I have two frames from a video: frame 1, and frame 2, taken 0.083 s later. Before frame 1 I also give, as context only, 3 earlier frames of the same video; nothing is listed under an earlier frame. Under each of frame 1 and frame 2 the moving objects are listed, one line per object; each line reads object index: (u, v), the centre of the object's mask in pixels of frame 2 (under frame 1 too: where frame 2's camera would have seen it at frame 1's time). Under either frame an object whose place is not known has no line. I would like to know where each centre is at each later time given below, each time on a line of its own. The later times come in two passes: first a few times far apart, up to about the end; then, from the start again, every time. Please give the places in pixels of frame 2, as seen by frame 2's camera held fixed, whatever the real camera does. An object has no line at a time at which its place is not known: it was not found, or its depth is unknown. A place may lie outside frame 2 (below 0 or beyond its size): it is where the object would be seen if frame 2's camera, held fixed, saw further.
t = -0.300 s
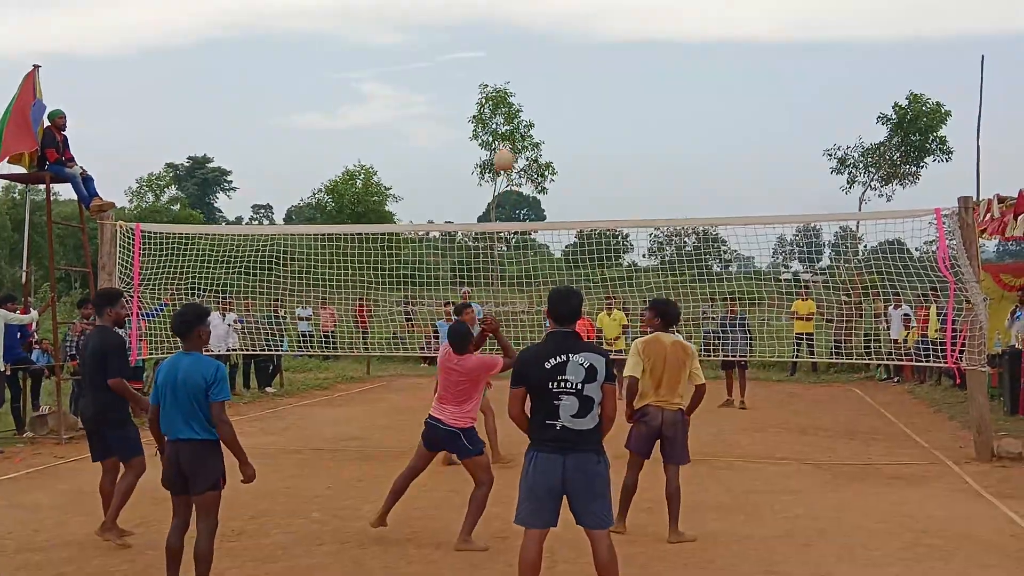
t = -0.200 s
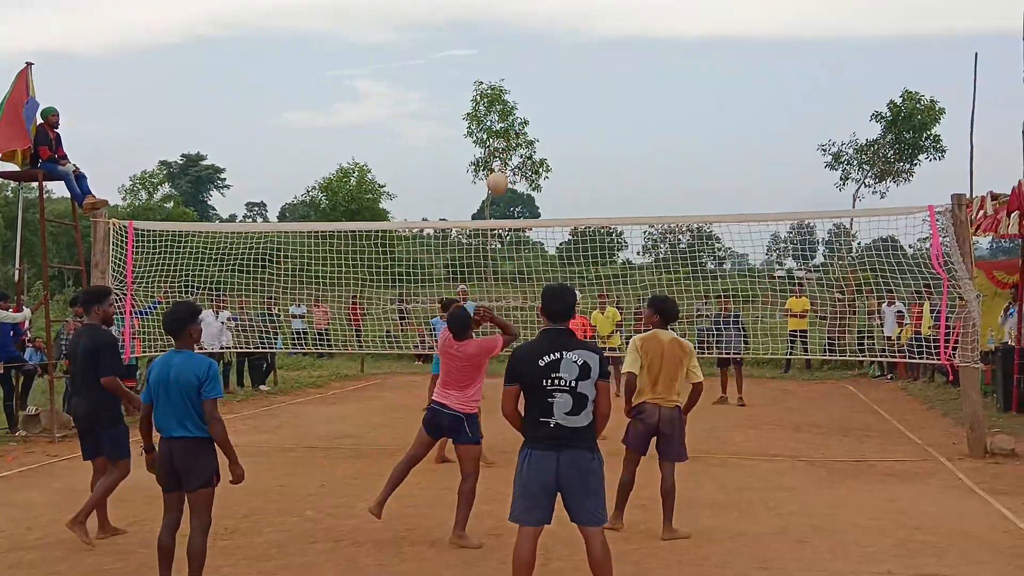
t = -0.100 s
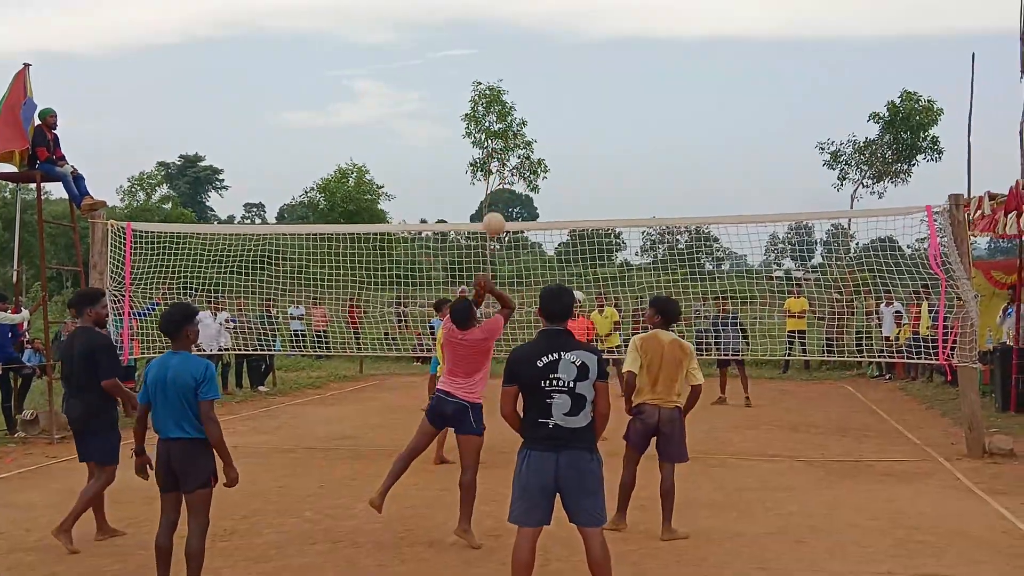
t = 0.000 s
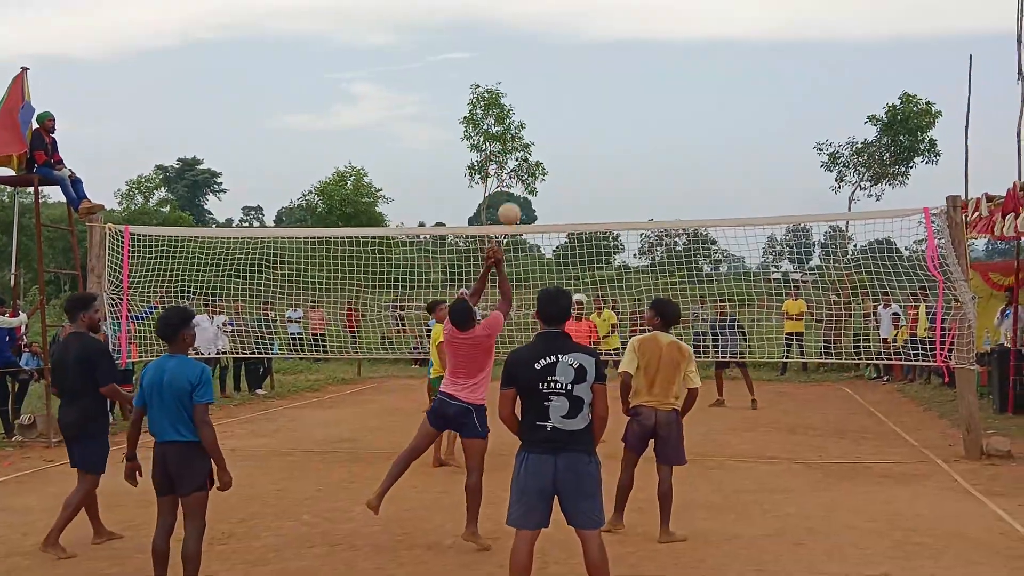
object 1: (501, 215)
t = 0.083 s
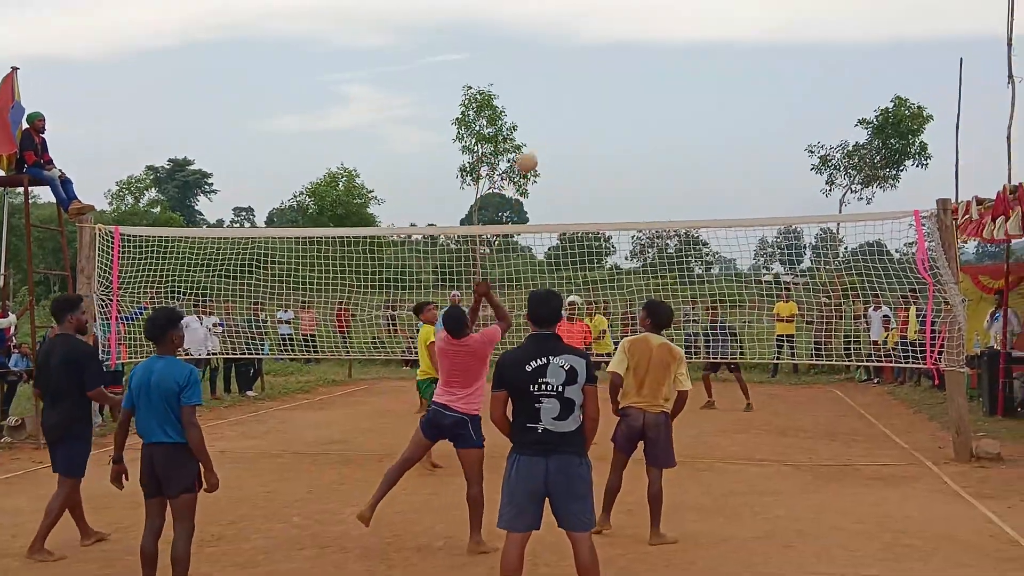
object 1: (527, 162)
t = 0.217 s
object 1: (564, 102)
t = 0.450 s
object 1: (619, 64)
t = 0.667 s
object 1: (660, 84)
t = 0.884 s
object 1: (693, 144)
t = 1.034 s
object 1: (713, 204)
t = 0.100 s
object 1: (531, 152)
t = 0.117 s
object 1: (537, 144)
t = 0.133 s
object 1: (541, 136)
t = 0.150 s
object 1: (546, 128)
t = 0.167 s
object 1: (551, 121)
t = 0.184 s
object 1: (555, 114)
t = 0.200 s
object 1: (560, 108)
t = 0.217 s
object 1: (564, 102)
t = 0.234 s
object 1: (568, 97)
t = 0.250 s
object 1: (573, 92)
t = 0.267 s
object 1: (577, 87)
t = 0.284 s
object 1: (581, 83)
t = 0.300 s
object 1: (585, 80)
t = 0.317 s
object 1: (589, 76)
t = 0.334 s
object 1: (593, 73)
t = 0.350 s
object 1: (597, 71)
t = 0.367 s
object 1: (600, 69)
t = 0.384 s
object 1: (604, 67)
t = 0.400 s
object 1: (608, 66)
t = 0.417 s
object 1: (612, 64)
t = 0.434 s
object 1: (615, 64)
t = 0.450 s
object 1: (619, 64)
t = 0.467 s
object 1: (622, 64)
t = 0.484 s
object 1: (626, 64)
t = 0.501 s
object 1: (629, 64)
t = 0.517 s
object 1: (632, 65)
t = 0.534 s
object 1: (636, 66)
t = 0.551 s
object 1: (639, 67)
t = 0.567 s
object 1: (642, 69)
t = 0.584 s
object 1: (645, 71)
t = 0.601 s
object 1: (648, 73)
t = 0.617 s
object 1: (651, 76)
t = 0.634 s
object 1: (654, 78)
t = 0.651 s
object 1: (657, 81)
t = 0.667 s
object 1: (660, 84)
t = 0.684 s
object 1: (663, 88)
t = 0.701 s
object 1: (666, 91)
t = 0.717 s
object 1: (668, 95)
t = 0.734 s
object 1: (671, 99)
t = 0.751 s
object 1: (674, 104)
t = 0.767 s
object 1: (676, 108)
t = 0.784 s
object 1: (679, 113)
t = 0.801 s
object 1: (681, 117)
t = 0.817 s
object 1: (684, 122)
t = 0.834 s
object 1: (686, 128)
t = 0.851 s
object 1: (688, 133)
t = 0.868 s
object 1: (691, 138)
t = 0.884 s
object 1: (693, 144)
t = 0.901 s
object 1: (695, 150)
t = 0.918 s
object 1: (698, 156)
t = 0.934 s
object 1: (700, 162)
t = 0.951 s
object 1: (702, 169)
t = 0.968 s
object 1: (705, 176)
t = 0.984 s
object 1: (707, 182)
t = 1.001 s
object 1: (709, 189)
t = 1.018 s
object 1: (711, 196)
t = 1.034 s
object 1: (713, 204)
